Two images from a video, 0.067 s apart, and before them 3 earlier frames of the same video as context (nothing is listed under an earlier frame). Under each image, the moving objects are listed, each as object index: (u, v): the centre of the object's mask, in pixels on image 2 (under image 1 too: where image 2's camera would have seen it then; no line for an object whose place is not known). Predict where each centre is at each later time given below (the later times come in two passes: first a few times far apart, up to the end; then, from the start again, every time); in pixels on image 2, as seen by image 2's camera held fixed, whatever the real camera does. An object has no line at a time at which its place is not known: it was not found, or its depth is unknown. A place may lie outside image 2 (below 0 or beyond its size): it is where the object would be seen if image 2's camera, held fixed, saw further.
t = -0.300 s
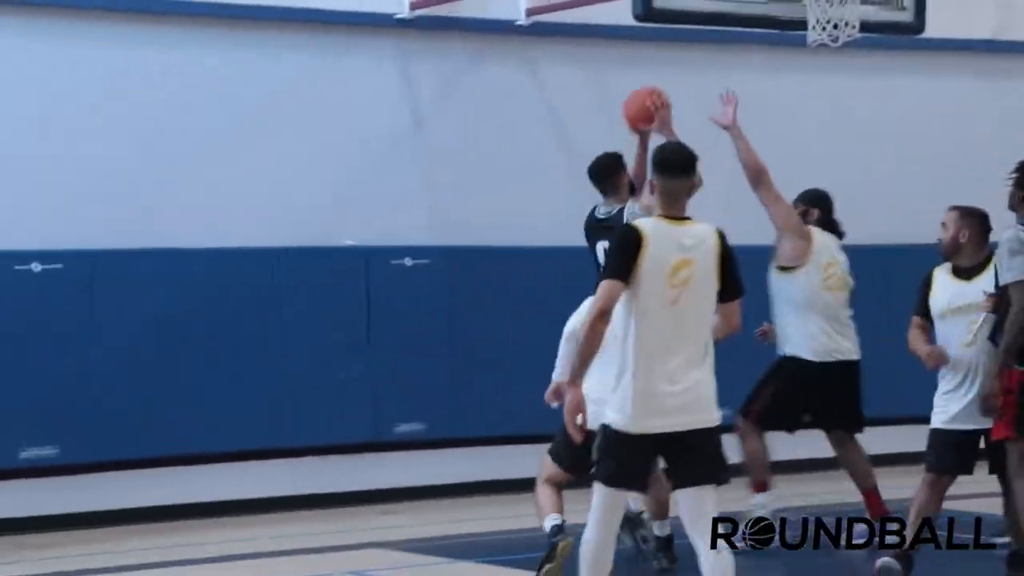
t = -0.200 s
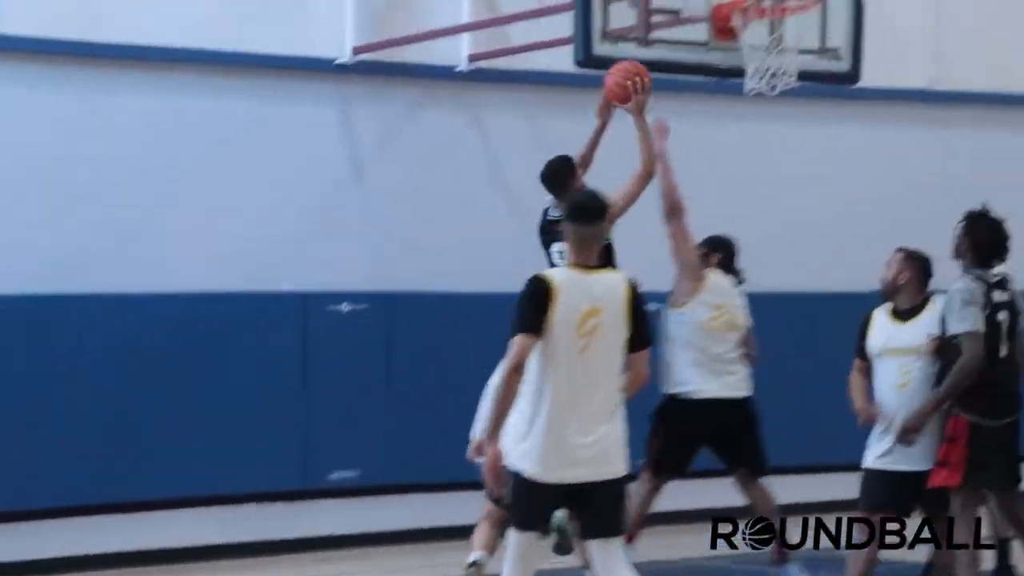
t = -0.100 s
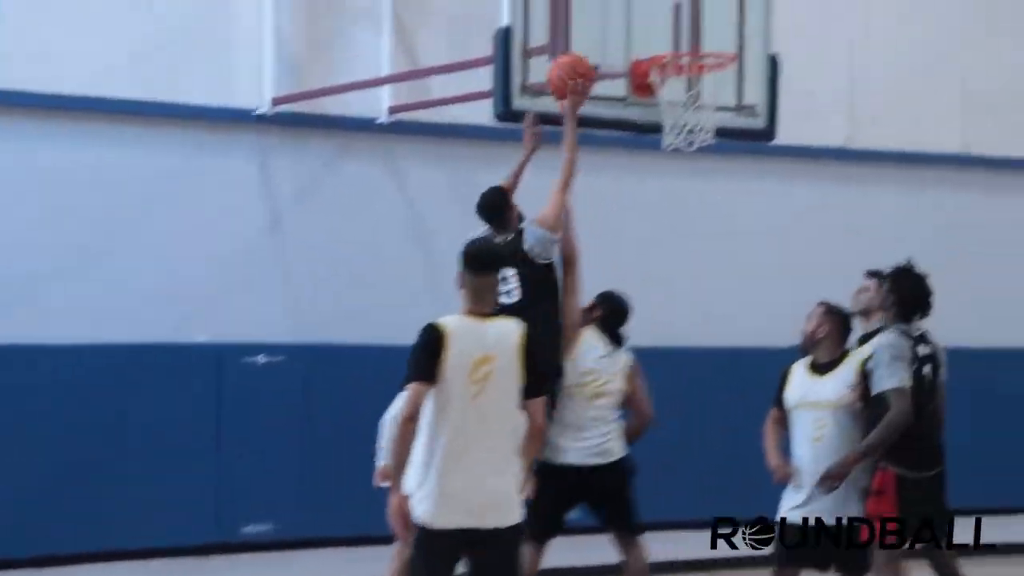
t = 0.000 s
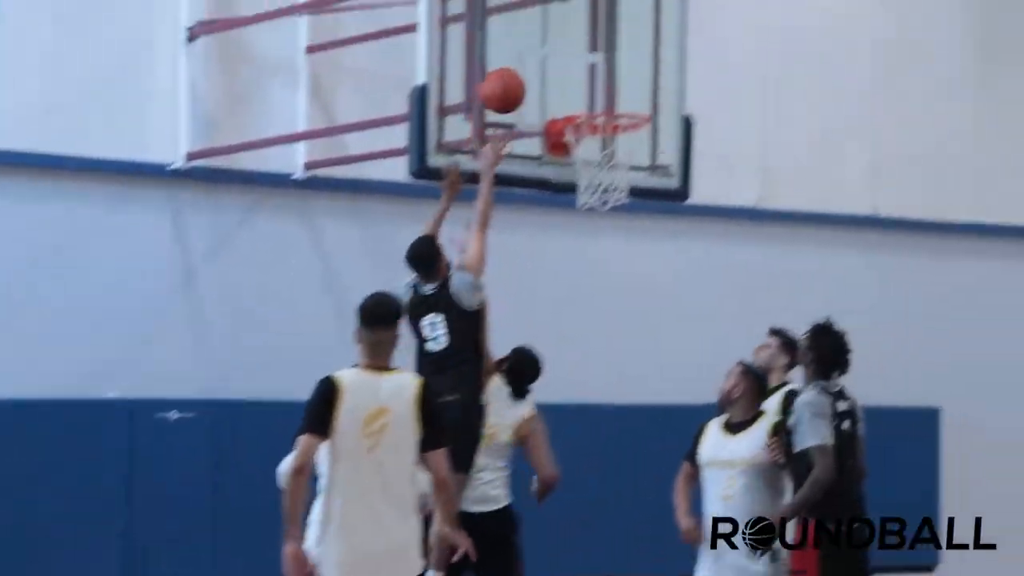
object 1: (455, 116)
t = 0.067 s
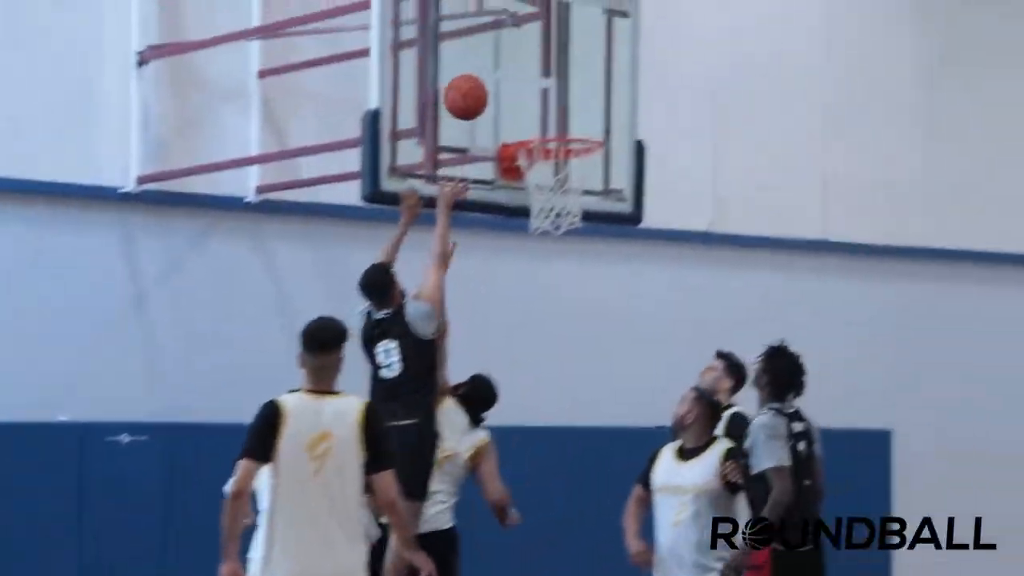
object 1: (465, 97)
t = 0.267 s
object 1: (520, 112)
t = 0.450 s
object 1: (574, 186)
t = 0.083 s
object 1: (468, 94)
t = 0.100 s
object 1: (472, 93)
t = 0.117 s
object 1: (476, 93)
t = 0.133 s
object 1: (482, 93)
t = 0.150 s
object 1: (486, 93)
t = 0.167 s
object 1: (491, 95)
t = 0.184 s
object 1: (496, 96)
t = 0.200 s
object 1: (501, 98)
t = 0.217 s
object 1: (506, 101)
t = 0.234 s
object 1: (511, 104)
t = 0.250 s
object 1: (516, 108)
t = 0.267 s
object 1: (520, 112)
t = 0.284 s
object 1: (526, 116)
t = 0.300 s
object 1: (531, 120)
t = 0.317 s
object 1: (535, 123)
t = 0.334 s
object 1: (539, 126)
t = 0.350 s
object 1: (544, 129)
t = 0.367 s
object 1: (550, 132)
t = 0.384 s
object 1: (556, 156)
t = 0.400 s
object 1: (559, 163)
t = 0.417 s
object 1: (566, 171)
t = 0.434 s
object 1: (571, 179)
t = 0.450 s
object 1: (574, 186)
